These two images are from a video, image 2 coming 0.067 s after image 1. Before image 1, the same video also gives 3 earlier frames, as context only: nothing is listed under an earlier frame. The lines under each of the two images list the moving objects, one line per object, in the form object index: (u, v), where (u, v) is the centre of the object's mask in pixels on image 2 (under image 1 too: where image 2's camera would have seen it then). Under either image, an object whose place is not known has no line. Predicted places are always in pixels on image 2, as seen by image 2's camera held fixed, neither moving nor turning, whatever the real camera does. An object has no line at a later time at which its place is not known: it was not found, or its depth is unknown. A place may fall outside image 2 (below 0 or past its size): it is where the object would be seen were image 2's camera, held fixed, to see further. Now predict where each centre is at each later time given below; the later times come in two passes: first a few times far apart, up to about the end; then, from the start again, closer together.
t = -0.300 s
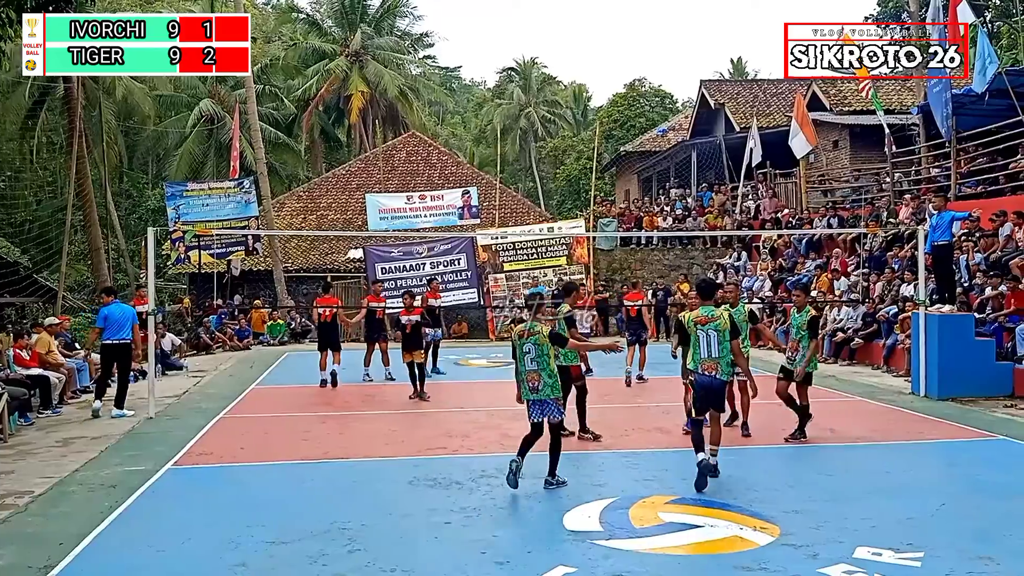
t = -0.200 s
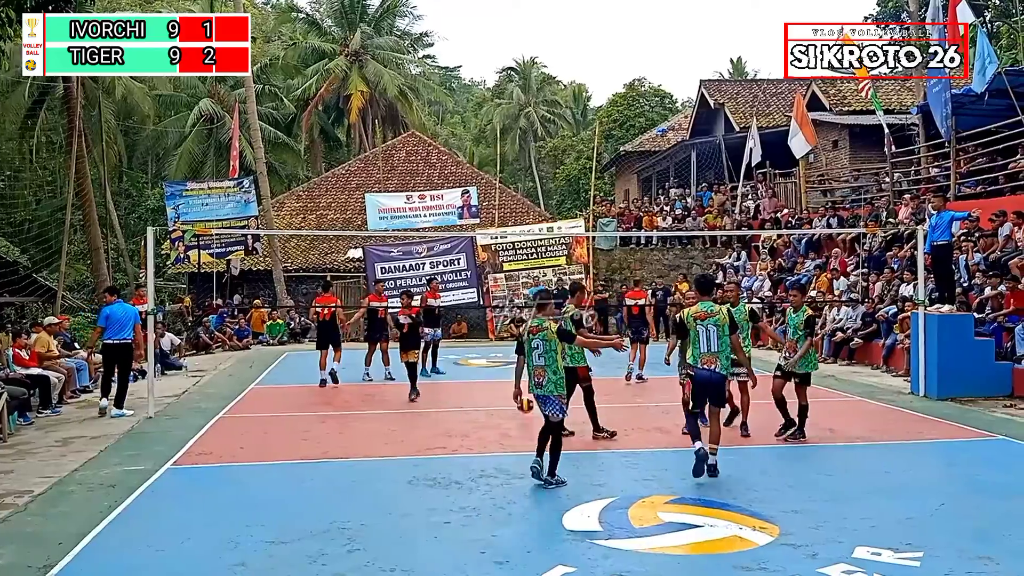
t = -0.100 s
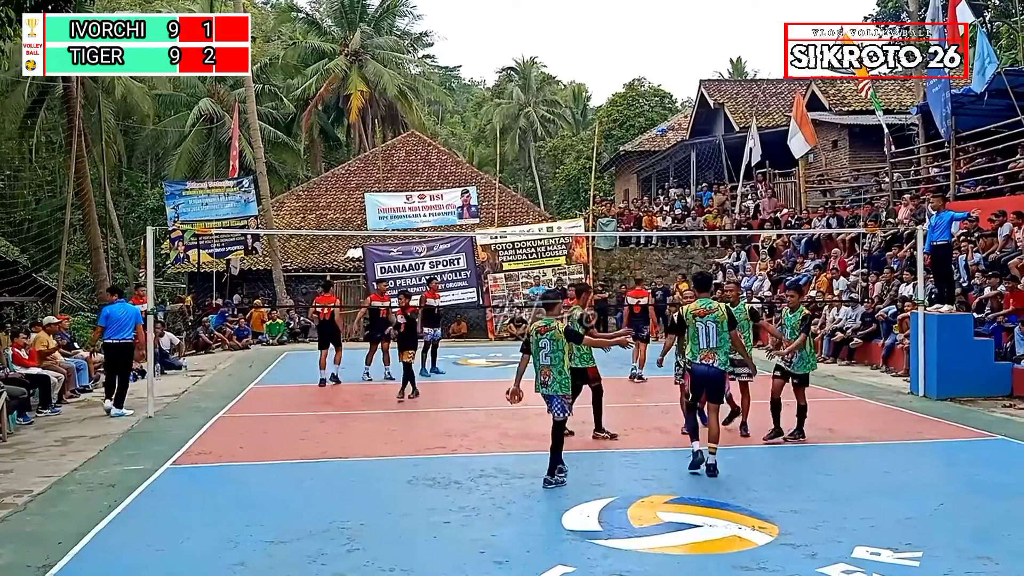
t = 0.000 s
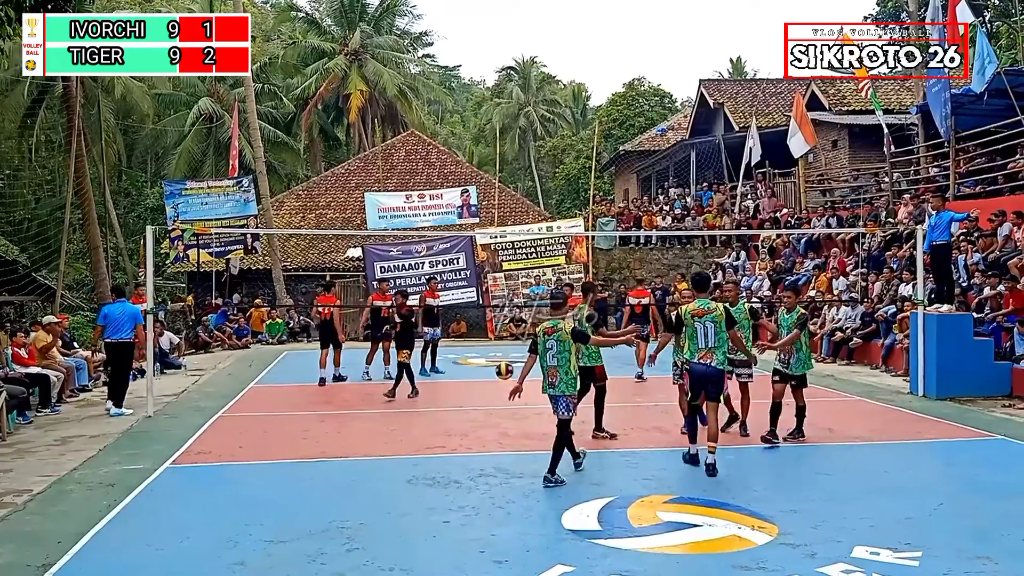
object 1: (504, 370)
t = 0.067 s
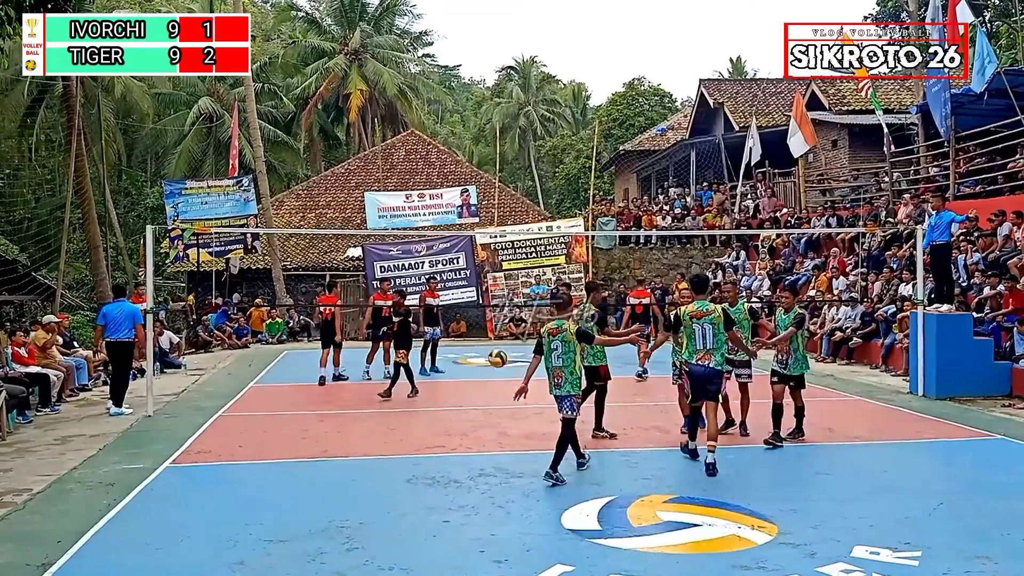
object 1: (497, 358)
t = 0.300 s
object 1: (472, 347)
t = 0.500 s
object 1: (446, 382)
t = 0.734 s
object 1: (412, 481)
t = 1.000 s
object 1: (367, 427)
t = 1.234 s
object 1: (316, 457)
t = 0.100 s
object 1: (494, 354)
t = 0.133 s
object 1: (490, 351)
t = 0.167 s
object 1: (487, 347)
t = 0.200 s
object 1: (483, 346)
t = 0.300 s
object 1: (472, 347)
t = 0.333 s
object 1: (467, 350)
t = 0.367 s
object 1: (463, 354)
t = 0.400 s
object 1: (459, 358)
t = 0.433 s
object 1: (455, 365)
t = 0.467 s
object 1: (451, 373)
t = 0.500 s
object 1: (446, 382)
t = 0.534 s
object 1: (442, 393)
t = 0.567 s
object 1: (437, 405)
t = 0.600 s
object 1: (432, 418)
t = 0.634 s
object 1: (427, 434)
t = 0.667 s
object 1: (422, 452)
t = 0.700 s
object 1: (417, 471)
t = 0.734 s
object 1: (412, 481)
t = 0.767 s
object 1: (407, 470)
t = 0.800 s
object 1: (402, 461)
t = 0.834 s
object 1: (396, 452)
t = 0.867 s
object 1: (391, 444)
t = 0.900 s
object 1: (385, 438)
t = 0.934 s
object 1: (379, 433)
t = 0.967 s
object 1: (373, 429)
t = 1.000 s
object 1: (367, 427)
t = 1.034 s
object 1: (360, 426)
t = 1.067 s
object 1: (353, 427)
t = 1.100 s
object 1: (347, 429)
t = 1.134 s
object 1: (340, 433)
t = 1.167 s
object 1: (332, 439)
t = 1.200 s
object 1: (324, 448)
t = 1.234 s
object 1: (316, 457)
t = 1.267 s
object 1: (308, 469)
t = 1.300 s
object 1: (300, 483)
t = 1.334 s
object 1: (291, 500)
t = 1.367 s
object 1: (281, 520)
